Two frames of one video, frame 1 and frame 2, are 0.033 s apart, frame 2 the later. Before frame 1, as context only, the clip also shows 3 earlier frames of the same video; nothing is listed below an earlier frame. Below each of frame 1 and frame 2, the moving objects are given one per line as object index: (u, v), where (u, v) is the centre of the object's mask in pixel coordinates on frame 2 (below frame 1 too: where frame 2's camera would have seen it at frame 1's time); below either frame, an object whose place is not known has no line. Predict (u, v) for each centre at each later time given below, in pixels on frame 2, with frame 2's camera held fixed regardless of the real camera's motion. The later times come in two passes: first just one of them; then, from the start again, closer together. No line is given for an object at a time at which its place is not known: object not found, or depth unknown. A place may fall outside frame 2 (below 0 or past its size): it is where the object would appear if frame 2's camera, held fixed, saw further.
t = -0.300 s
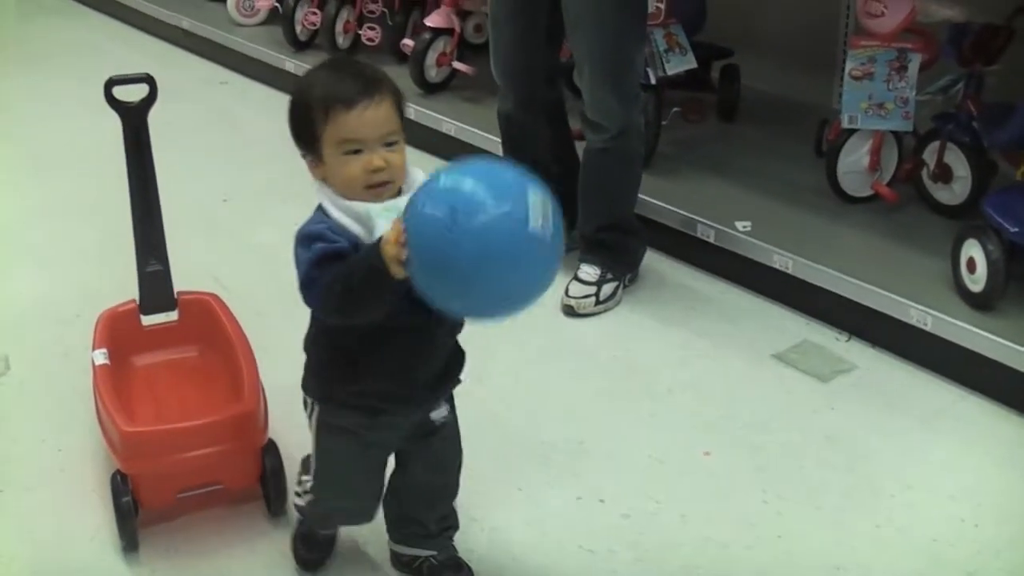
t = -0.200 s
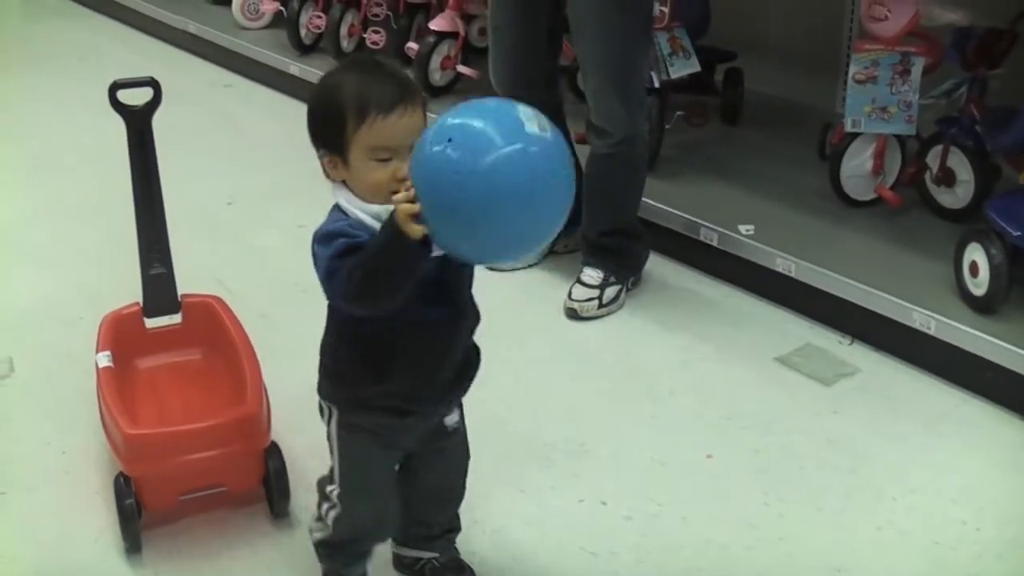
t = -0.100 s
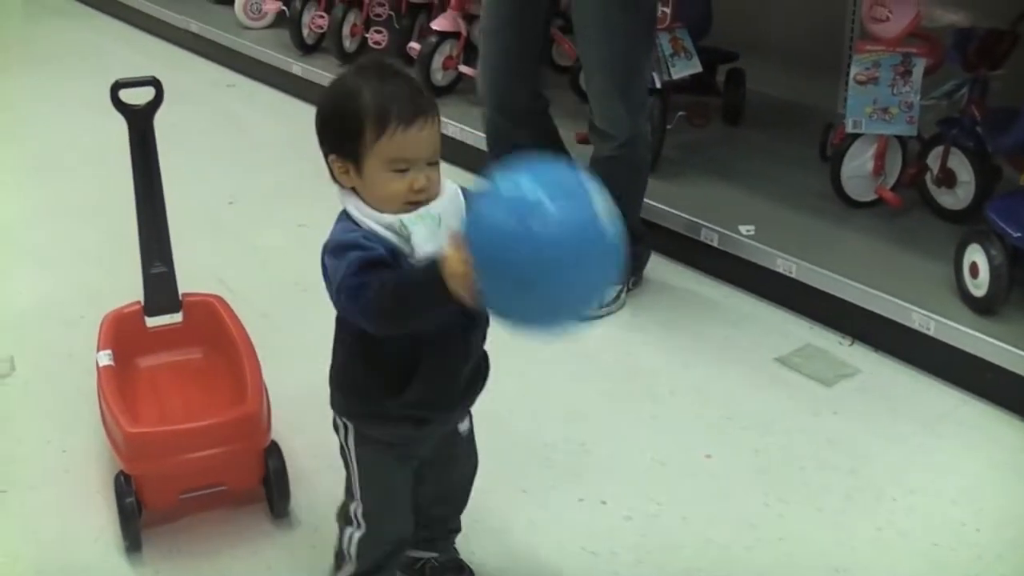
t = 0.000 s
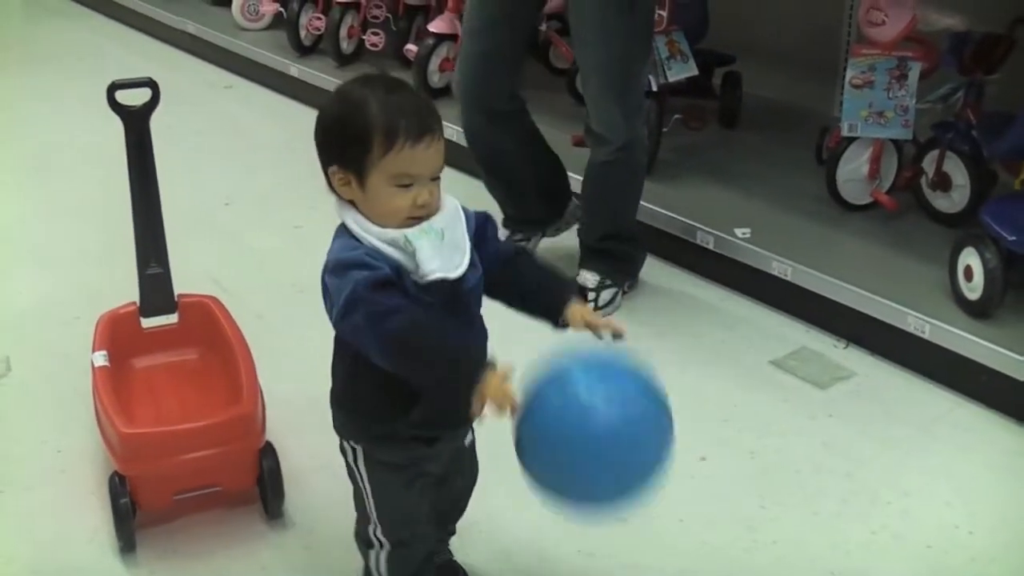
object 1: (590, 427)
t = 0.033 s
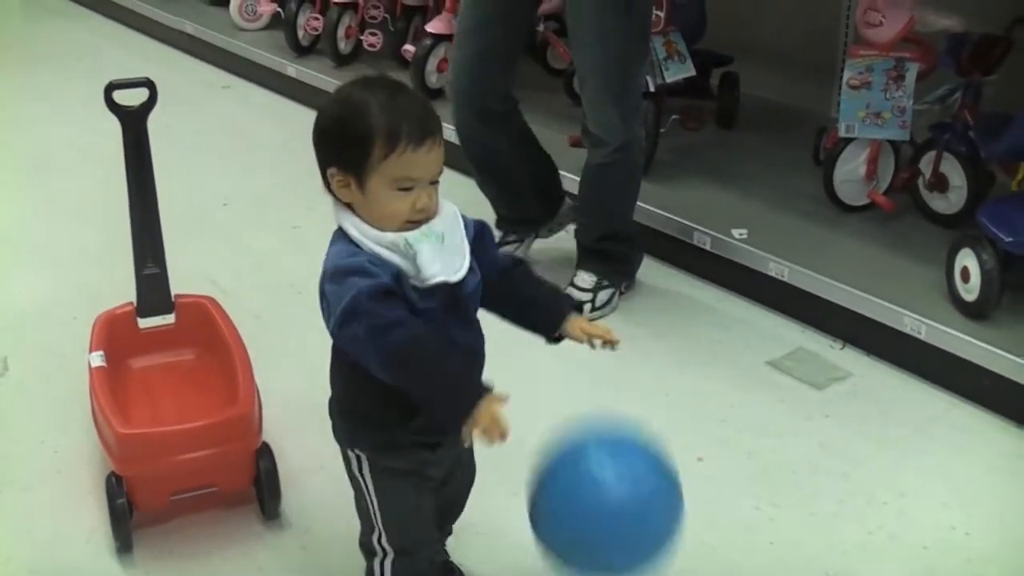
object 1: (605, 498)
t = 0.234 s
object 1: (724, 450)
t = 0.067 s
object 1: (619, 540)
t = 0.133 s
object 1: (654, 550)
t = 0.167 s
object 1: (678, 527)
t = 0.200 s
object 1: (701, 492)
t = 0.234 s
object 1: (724, 450)
